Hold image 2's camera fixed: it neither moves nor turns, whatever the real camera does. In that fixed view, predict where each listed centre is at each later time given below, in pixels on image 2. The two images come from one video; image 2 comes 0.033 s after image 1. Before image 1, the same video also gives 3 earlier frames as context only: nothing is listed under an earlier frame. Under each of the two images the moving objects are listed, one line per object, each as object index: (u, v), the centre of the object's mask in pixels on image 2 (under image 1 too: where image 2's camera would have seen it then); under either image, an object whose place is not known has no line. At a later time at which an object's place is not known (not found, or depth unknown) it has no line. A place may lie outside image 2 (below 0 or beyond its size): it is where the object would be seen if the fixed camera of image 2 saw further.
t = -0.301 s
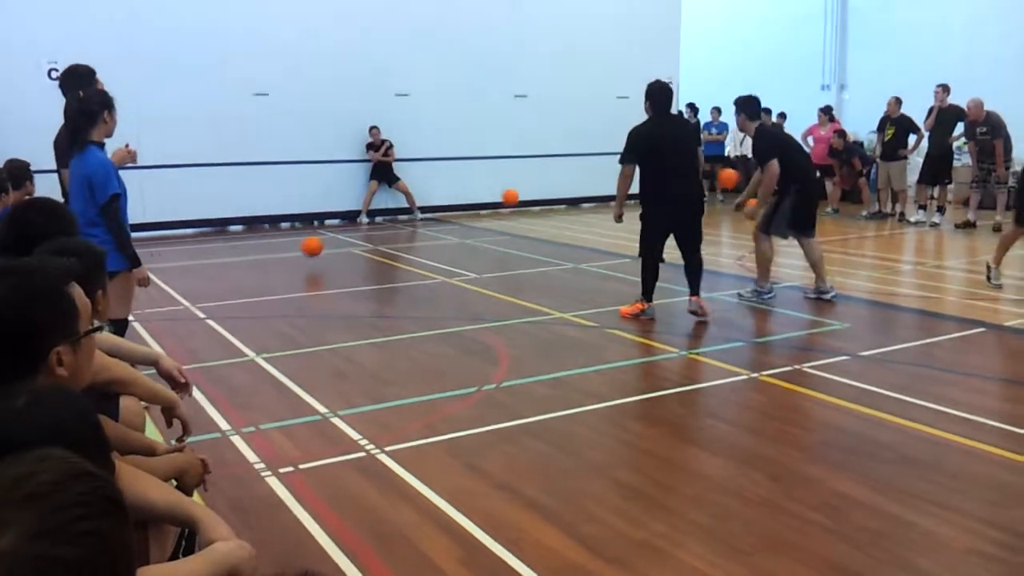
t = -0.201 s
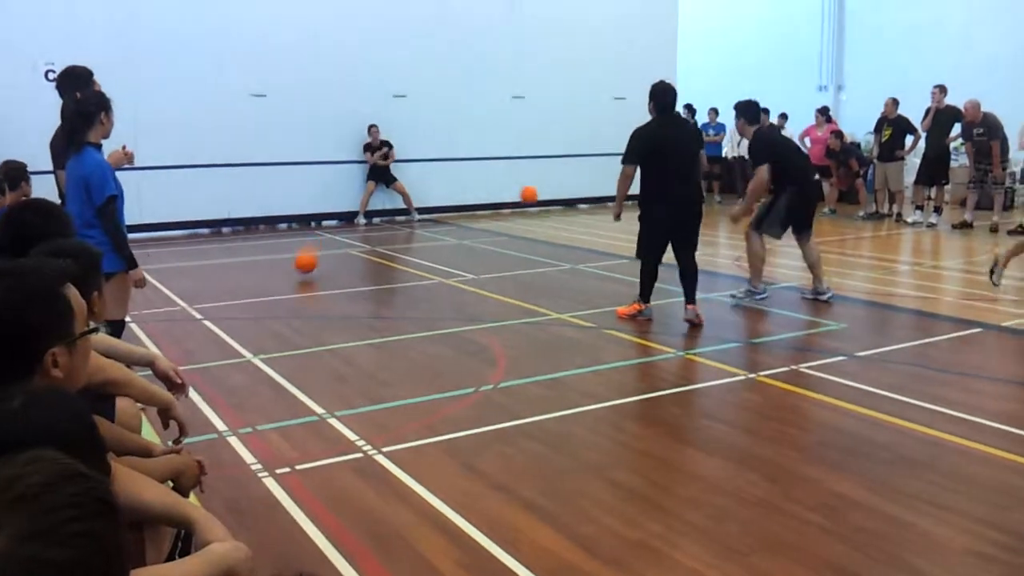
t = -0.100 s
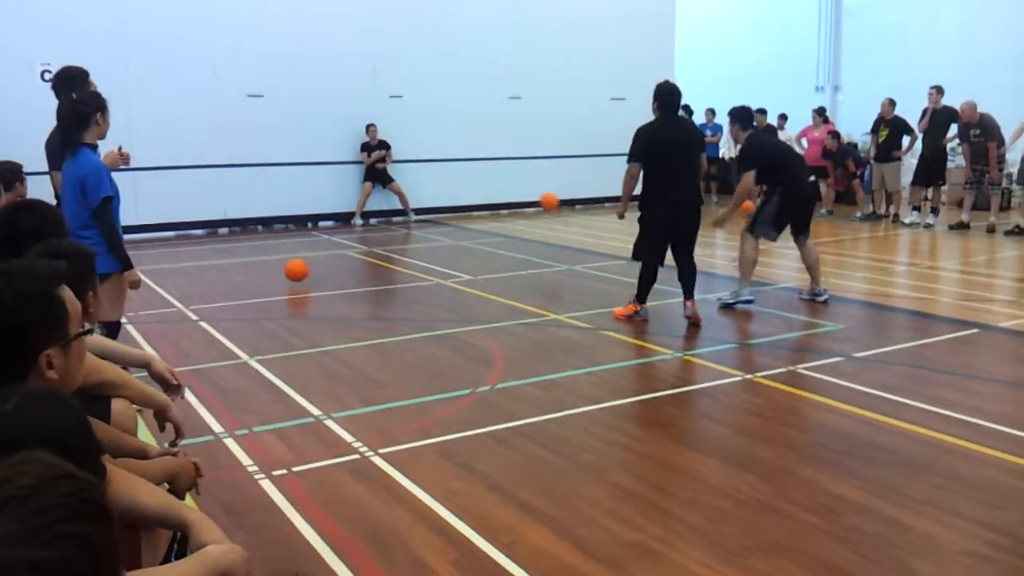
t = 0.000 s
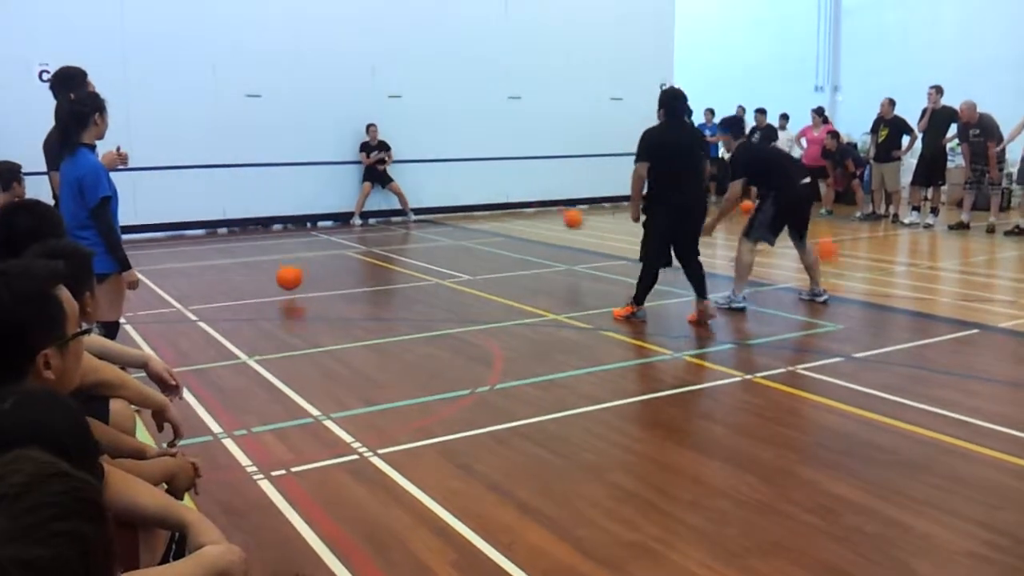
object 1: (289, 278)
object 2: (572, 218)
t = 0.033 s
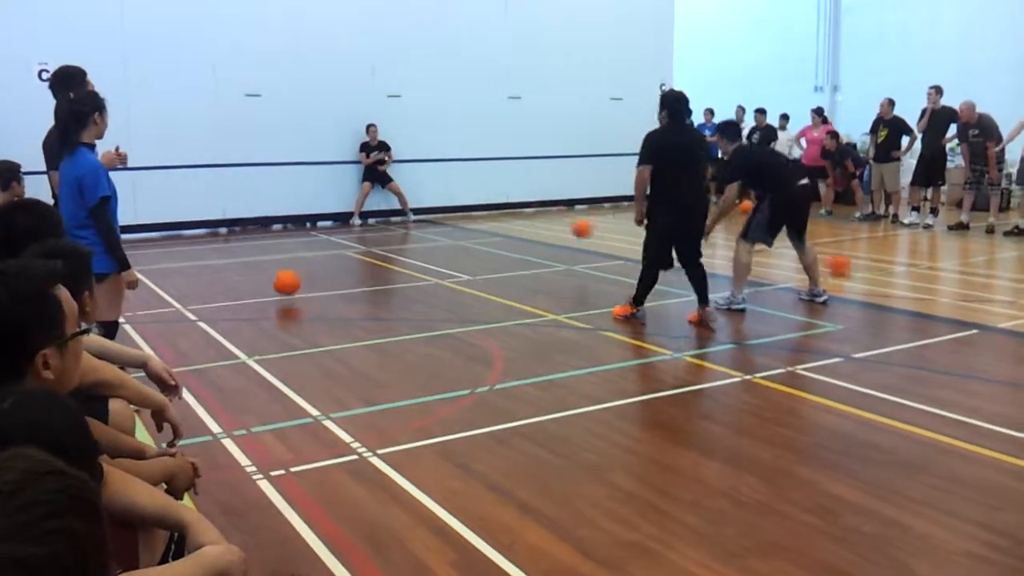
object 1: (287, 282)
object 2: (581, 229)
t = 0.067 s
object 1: (284, 290)
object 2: (591, 239)
